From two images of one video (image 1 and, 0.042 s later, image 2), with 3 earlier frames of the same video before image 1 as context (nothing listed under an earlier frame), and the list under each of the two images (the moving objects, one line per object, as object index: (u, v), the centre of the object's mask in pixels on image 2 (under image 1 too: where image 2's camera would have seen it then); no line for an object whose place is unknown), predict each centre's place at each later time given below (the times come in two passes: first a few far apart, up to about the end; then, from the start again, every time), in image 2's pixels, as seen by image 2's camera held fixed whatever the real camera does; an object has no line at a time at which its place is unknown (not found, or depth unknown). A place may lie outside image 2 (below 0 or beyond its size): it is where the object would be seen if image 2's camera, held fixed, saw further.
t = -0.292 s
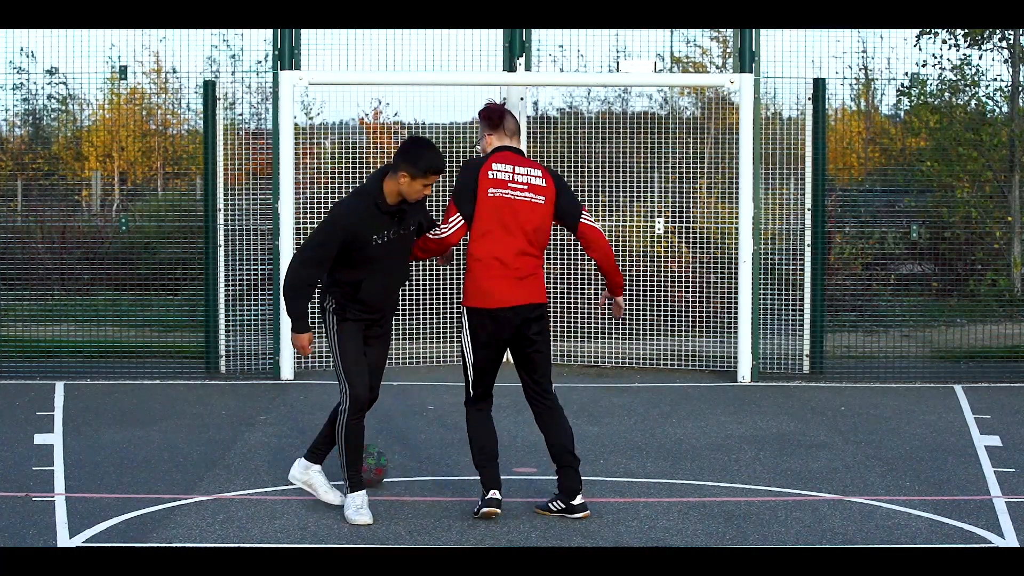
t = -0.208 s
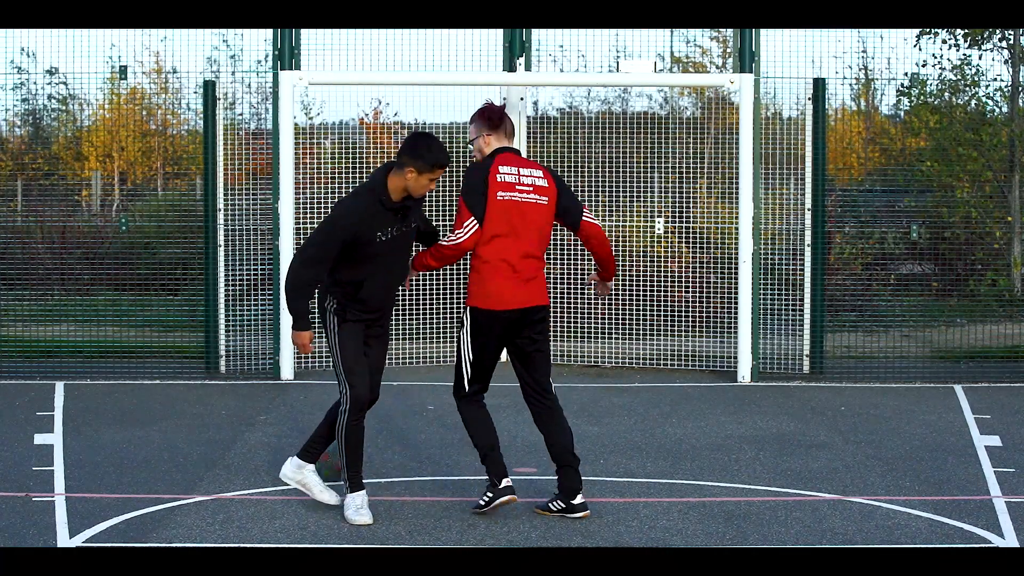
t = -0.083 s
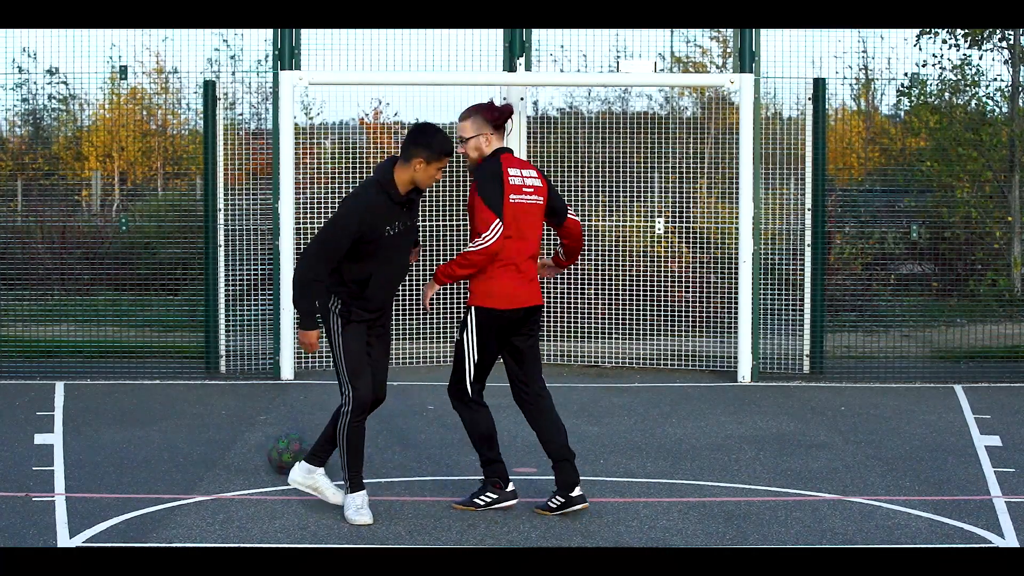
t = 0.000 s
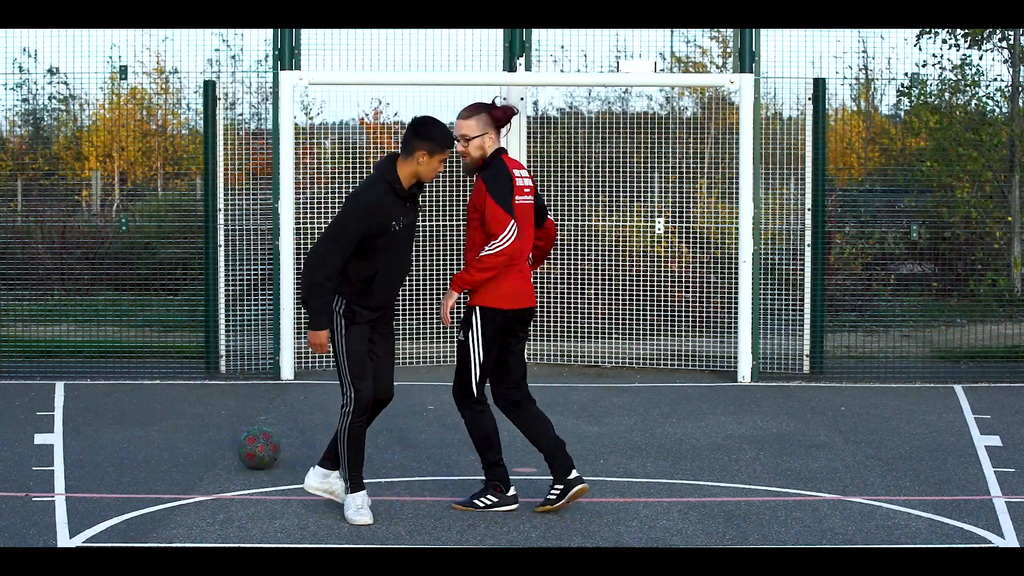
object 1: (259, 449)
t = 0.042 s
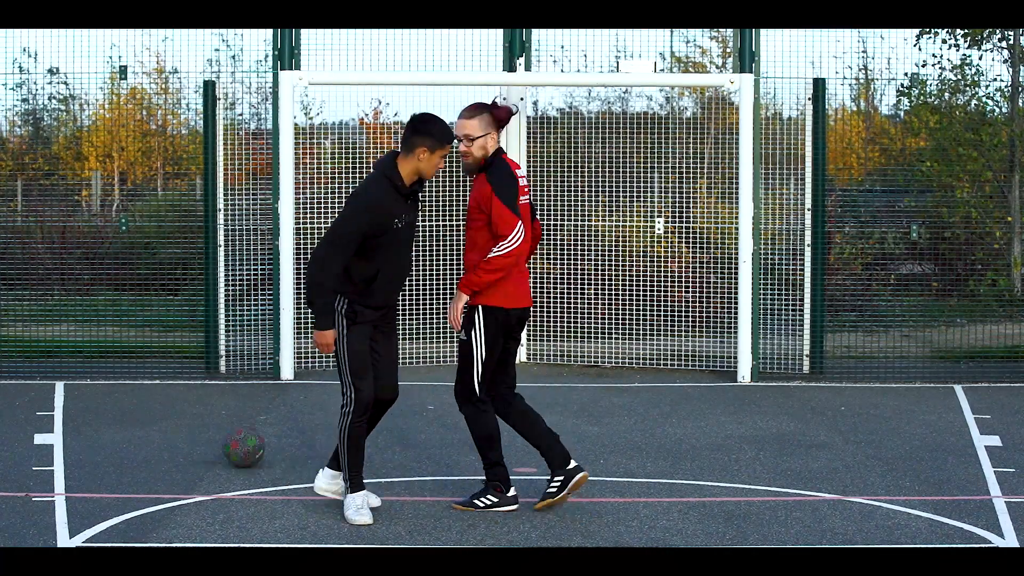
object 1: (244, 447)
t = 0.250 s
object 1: (177, 437)
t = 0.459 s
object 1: (116, 427)
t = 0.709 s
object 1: (51, 416)
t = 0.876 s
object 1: (13, 409)
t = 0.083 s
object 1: (231, 446)
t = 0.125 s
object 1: (217, 444)
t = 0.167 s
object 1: (203, 441)
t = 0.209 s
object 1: (189, 439)
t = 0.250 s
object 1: (177, 437)
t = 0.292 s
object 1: (164, 435)
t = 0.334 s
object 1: (151, 433)
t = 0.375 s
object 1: (139, 432)
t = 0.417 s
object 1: (127, 429)
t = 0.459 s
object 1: (116, 427)
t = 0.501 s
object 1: (104, 426)
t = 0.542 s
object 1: (93, 425)
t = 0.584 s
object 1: (81, 421)
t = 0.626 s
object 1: (70, 420)
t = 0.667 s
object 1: (60, 419)
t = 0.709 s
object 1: (51, 416)
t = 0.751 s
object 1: (41, 414)
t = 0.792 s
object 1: (31, 413)
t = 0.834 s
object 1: (21, 412)
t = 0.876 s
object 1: (13, 409)
